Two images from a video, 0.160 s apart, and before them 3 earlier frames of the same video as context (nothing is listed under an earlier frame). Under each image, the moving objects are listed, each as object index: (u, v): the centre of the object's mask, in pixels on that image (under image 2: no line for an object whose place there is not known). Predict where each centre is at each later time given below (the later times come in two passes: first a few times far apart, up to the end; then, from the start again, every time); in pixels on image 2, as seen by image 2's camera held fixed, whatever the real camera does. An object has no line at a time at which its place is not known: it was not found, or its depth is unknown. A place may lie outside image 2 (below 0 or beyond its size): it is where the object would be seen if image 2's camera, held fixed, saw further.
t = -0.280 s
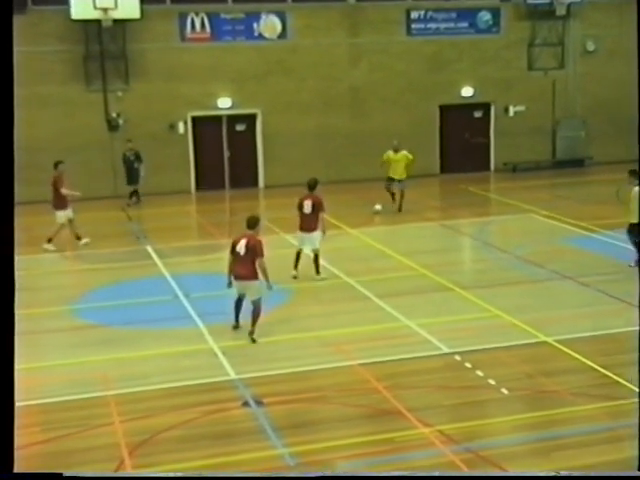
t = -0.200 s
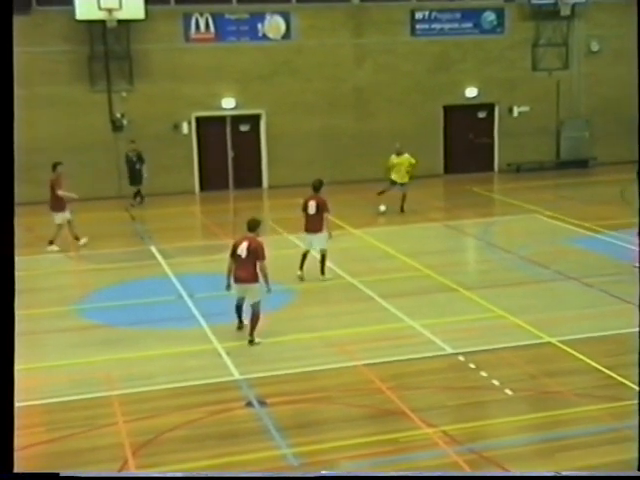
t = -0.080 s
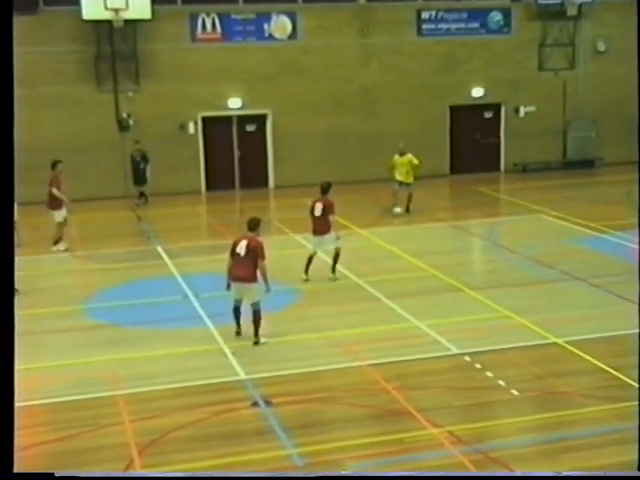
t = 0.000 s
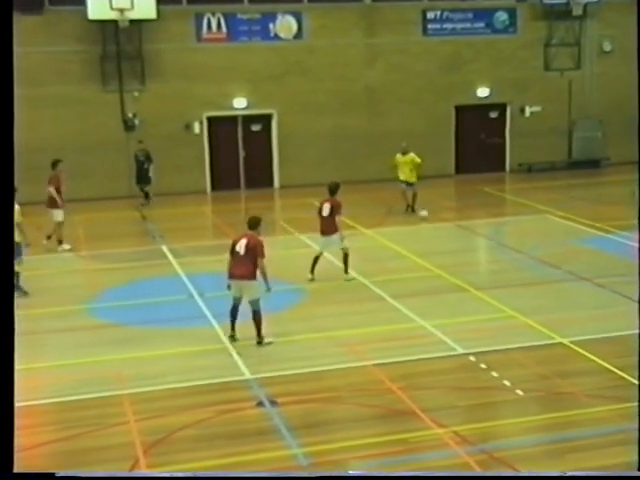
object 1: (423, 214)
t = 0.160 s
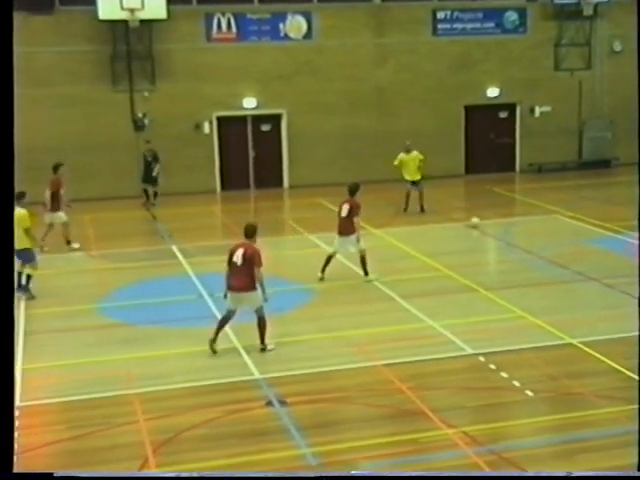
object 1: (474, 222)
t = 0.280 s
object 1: (505, 227)
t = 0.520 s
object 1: (563, 237)
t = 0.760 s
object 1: (618, 246)
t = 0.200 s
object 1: (485, 223)
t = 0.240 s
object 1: (495, 225)
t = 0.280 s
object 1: (505, 227)
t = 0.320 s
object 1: (515, 229)
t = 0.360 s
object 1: (525, 230)
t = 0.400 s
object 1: (535, 232)
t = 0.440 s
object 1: (544, 234)
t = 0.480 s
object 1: (554, 235)
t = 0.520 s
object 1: (563, 237)
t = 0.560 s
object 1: (572, 239)
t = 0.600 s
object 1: (581, 240)
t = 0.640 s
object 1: (590, 242)
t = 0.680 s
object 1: (599, 243)
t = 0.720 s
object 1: (608, 244)
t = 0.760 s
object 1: (618, 246)
